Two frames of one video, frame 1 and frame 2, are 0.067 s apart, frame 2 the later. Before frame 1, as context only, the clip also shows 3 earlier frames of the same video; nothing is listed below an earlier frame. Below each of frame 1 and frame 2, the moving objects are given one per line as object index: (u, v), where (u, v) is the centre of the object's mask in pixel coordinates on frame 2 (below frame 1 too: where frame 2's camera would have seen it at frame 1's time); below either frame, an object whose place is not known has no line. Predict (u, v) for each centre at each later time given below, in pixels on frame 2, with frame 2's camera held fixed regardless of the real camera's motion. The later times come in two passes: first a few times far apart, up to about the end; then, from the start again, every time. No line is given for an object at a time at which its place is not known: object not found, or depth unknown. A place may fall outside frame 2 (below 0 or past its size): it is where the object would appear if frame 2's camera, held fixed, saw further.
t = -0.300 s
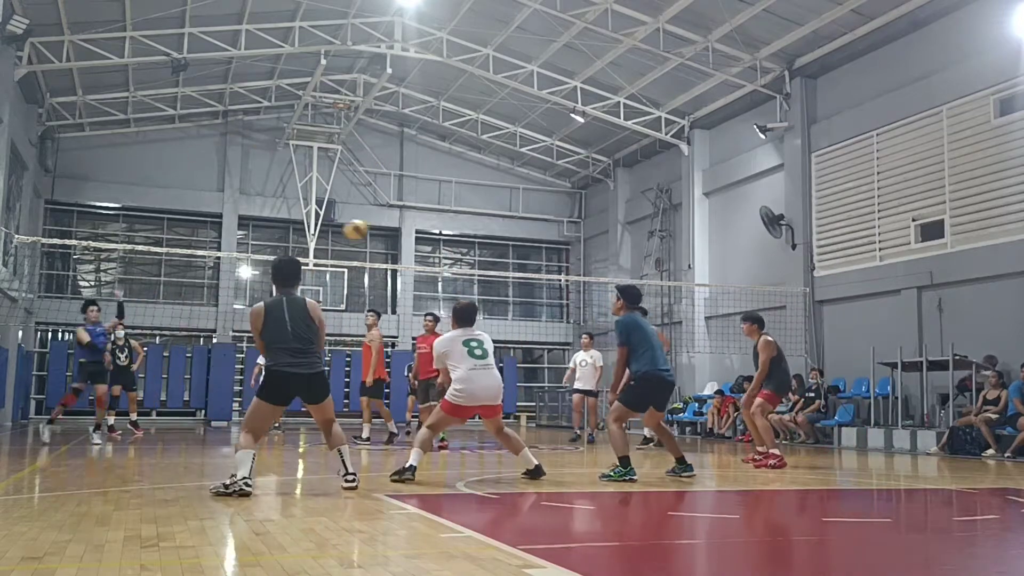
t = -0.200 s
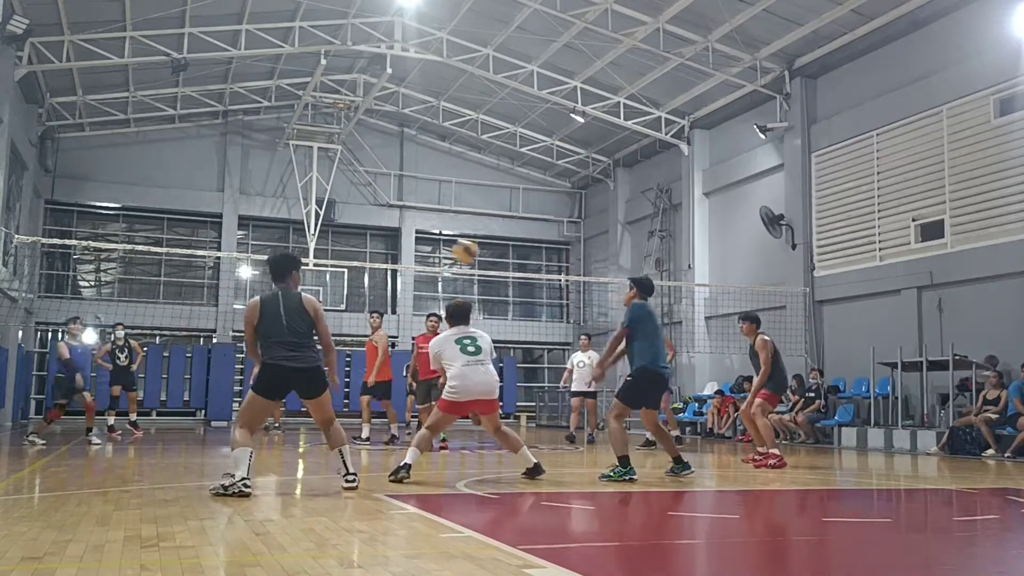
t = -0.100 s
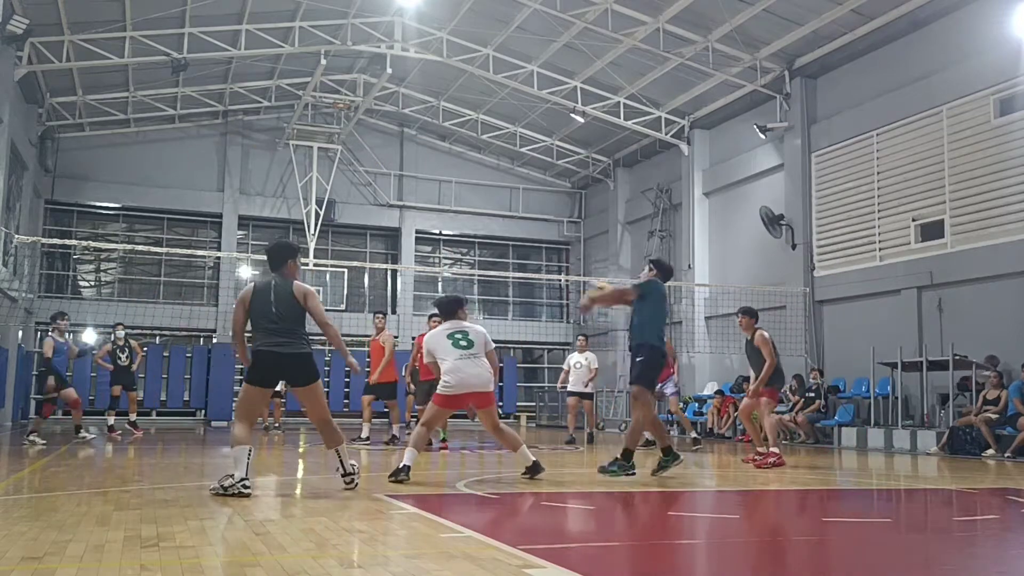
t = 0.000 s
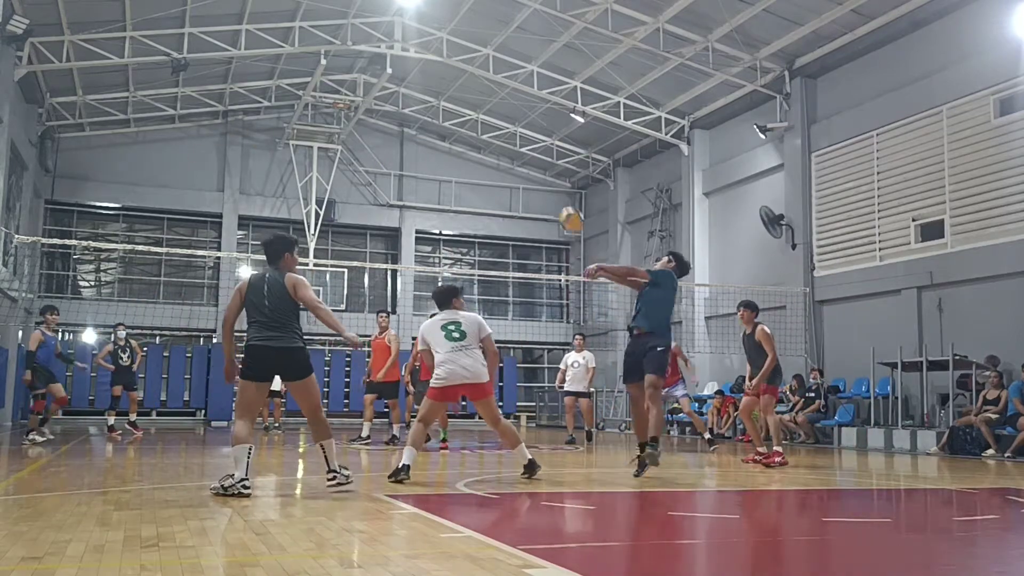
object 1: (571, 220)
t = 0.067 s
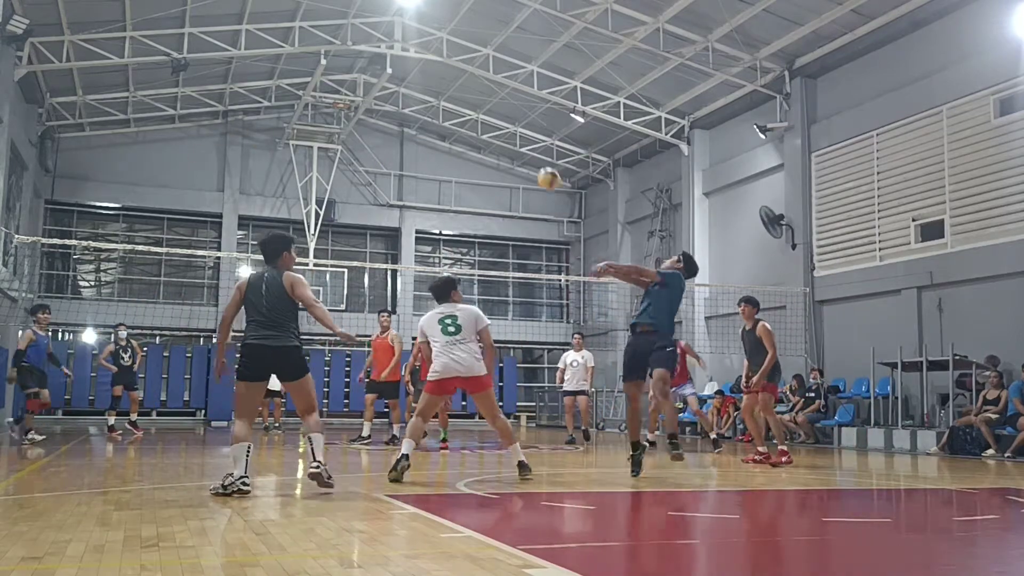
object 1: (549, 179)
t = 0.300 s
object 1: (490, 96)
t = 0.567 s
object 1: (446, 77)
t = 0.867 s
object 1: (413, 115)
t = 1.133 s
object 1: (389, 183)
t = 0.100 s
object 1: (539, 162)
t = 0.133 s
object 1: (529, 148)
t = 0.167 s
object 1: (520, 134)
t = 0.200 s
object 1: (512, 122)
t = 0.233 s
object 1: (504, 112)
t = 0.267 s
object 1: (497, 103)
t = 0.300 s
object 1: (490, 96)
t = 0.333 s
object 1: (483, 90)
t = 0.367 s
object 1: (477, 86)
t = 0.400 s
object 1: (470, 82)
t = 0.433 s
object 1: (464, 77)
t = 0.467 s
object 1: (460, 77)
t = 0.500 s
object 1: (456, 76)
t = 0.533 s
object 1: (451, 77)
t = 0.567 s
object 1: (446, 77)
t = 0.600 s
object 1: (442, 78)
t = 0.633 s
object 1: (437, 80)
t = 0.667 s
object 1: (433, 84)
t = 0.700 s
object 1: (429, 87)
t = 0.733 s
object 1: (426, 92)
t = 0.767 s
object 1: (422, 96)
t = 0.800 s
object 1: (419, 103)
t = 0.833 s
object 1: (415, 108)
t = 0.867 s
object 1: (413, 115)
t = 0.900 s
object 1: (409, 122)
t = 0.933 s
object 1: (406, 129)
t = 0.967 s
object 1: (402, 137)
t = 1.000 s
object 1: (400, 145)
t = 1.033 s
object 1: (397, 154)
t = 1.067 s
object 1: (394, 164)
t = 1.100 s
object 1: (391, 173)
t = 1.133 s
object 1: (389, 183)
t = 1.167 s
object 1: (387, 194)
